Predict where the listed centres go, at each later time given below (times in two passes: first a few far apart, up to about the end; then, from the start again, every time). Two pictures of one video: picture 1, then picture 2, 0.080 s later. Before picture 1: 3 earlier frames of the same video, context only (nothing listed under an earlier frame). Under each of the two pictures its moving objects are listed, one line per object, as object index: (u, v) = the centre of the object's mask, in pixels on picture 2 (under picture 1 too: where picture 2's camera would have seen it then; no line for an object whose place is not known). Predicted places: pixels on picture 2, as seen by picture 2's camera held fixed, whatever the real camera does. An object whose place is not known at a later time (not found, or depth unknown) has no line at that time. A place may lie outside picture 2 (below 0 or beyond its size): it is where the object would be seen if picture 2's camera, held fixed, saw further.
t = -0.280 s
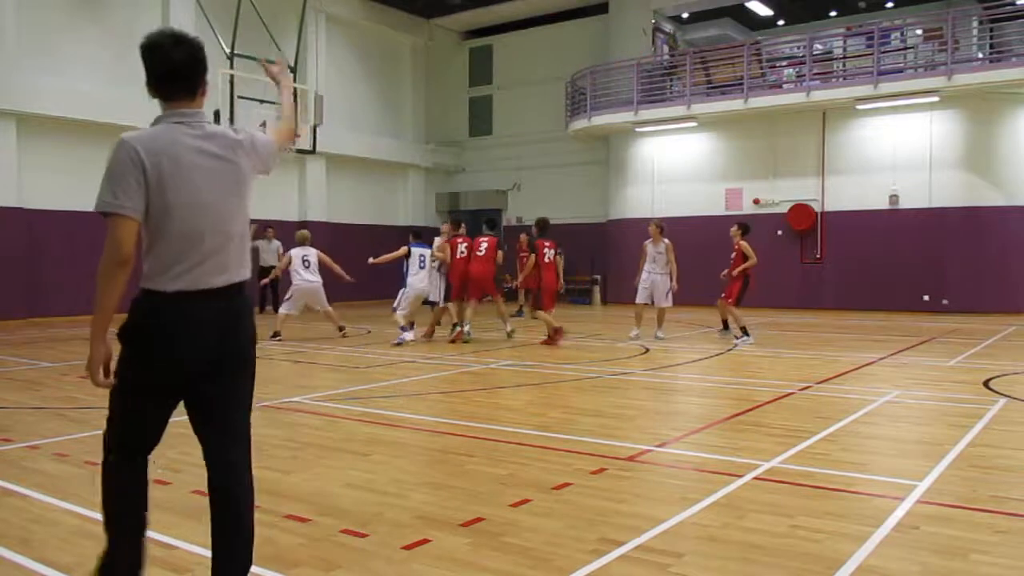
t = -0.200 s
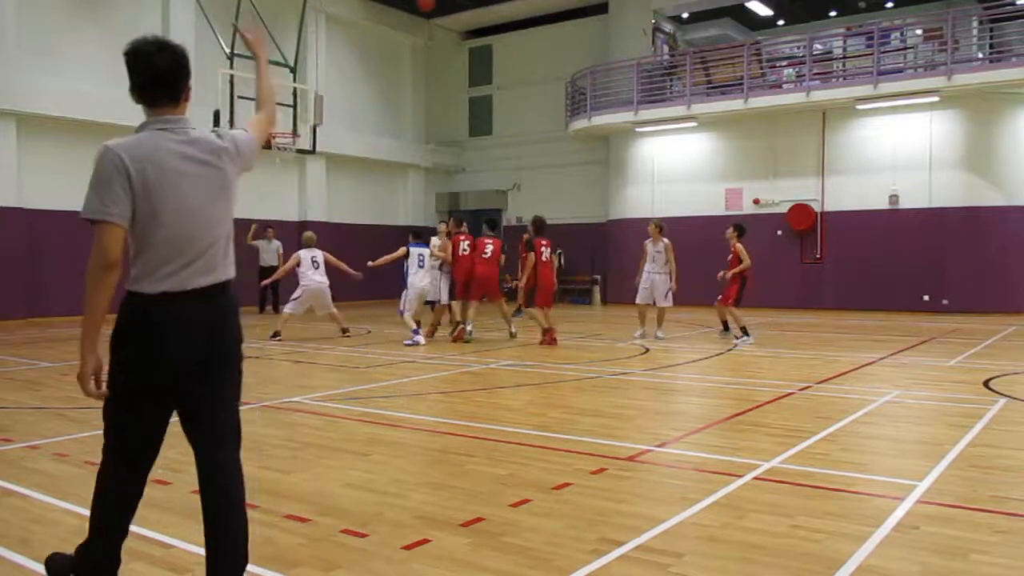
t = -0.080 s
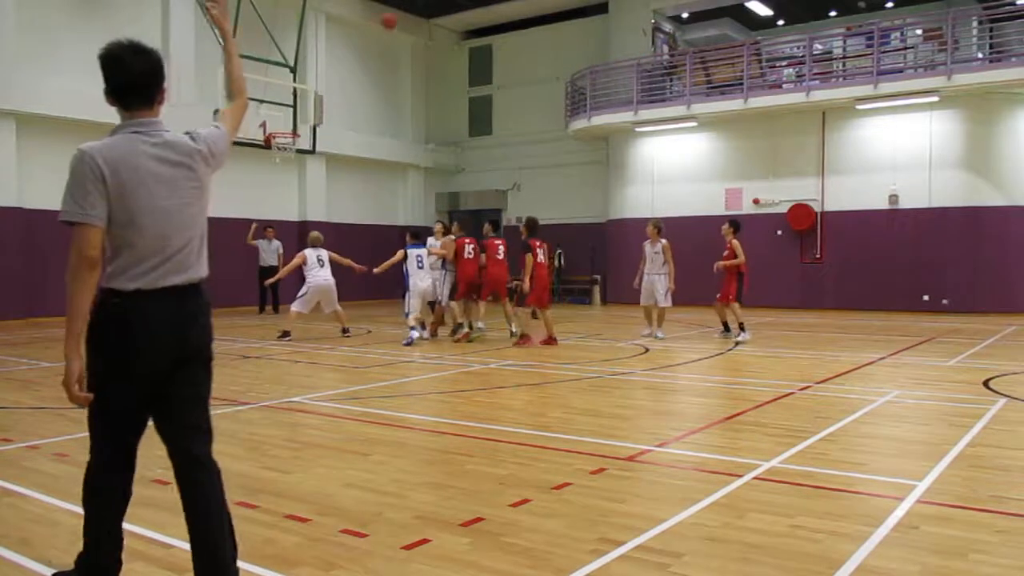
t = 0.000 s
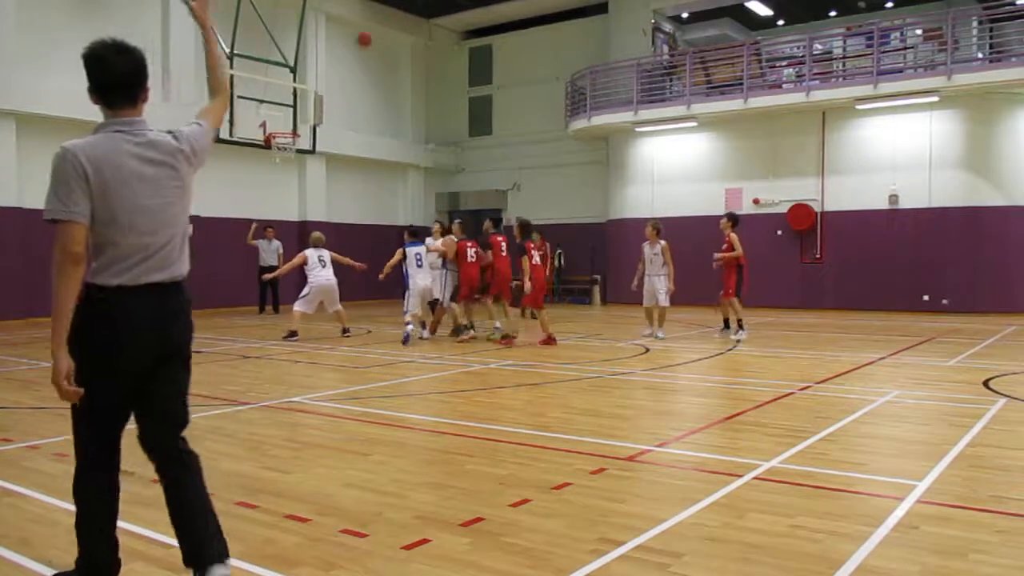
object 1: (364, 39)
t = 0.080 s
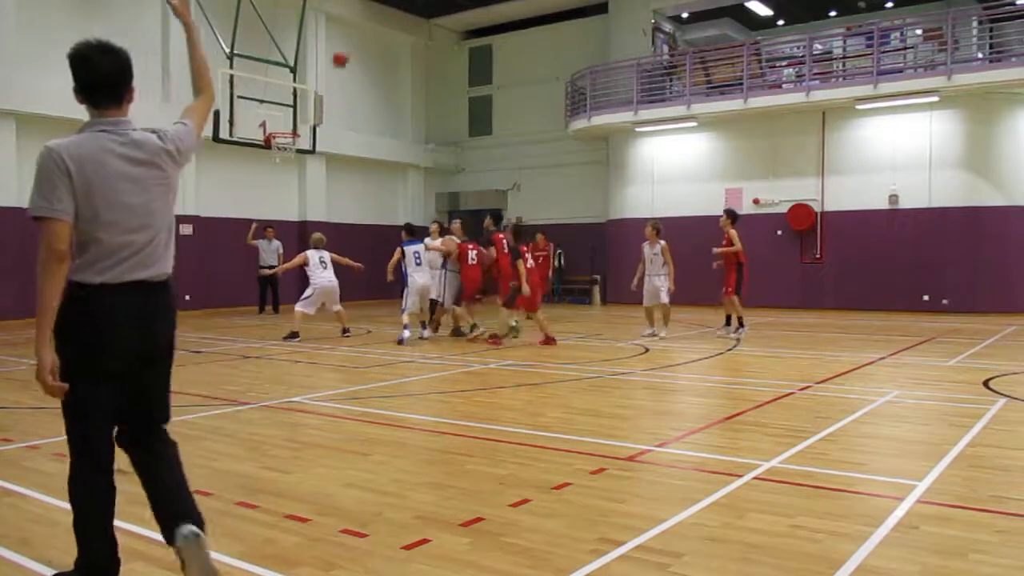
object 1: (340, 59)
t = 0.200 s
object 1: (305, 97)
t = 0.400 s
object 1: (267, 111)
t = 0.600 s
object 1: (237, 100)
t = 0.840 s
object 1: (196, 127)
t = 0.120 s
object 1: (328, 71)
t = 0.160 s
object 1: (316, 84)
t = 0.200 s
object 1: (305, 97)
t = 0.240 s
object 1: (293, 111)
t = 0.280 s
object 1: (282, 126)
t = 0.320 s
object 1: (277, 122)
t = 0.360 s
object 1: (272, 116)
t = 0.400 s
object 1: (267, 111)
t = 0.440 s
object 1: (261, 106)
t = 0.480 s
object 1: (255, 103)
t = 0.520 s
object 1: (249, 101)
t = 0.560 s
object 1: (243, 100)
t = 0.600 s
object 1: (237, 100)
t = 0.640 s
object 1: (231, 101)
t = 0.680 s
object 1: (223, 104)
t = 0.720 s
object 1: (217, 107)
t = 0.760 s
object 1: (210, 112)
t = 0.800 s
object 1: (203, 119)
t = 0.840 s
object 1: (196, 127)
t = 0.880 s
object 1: (189, 137)
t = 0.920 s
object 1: (181, 148)
